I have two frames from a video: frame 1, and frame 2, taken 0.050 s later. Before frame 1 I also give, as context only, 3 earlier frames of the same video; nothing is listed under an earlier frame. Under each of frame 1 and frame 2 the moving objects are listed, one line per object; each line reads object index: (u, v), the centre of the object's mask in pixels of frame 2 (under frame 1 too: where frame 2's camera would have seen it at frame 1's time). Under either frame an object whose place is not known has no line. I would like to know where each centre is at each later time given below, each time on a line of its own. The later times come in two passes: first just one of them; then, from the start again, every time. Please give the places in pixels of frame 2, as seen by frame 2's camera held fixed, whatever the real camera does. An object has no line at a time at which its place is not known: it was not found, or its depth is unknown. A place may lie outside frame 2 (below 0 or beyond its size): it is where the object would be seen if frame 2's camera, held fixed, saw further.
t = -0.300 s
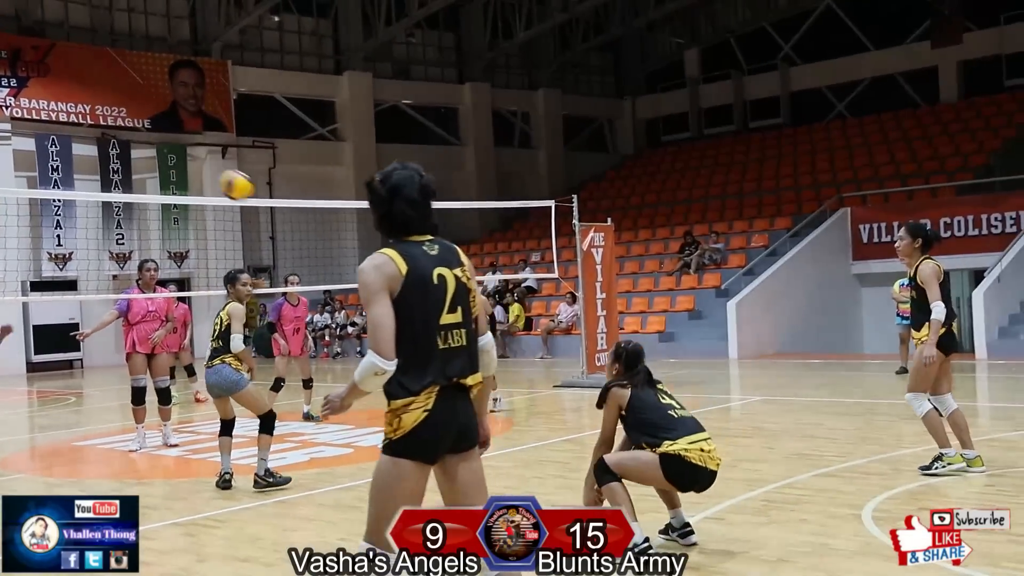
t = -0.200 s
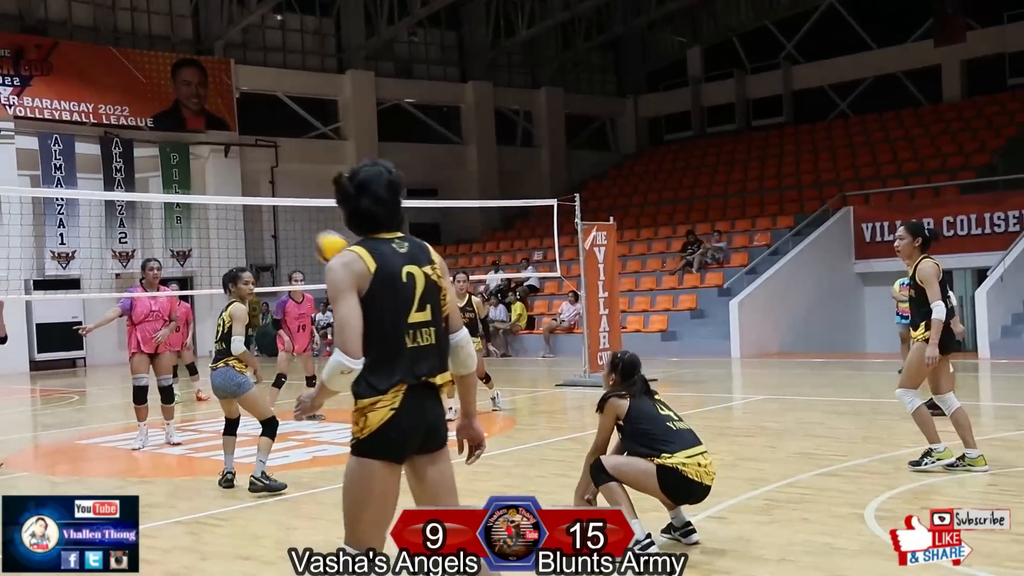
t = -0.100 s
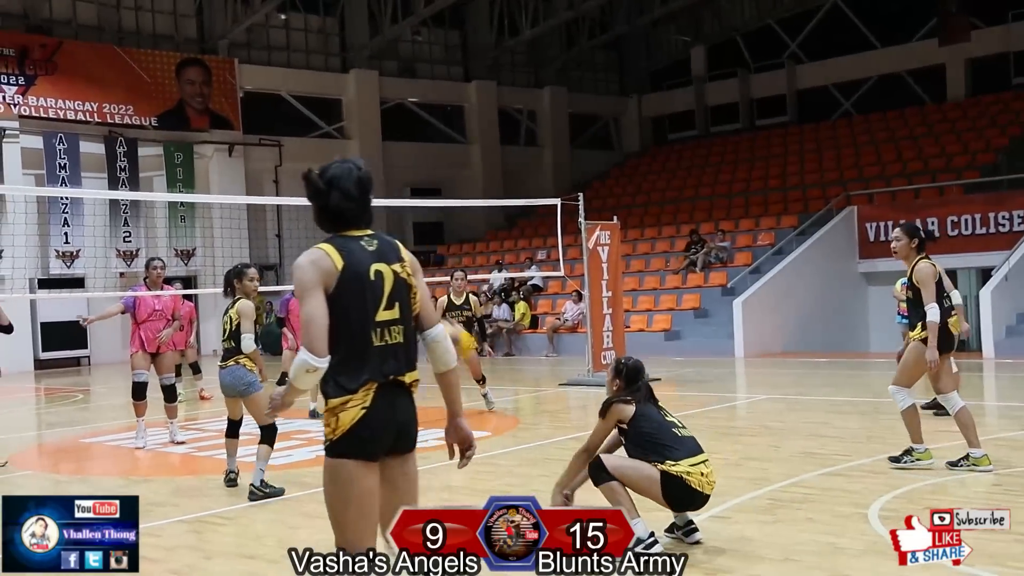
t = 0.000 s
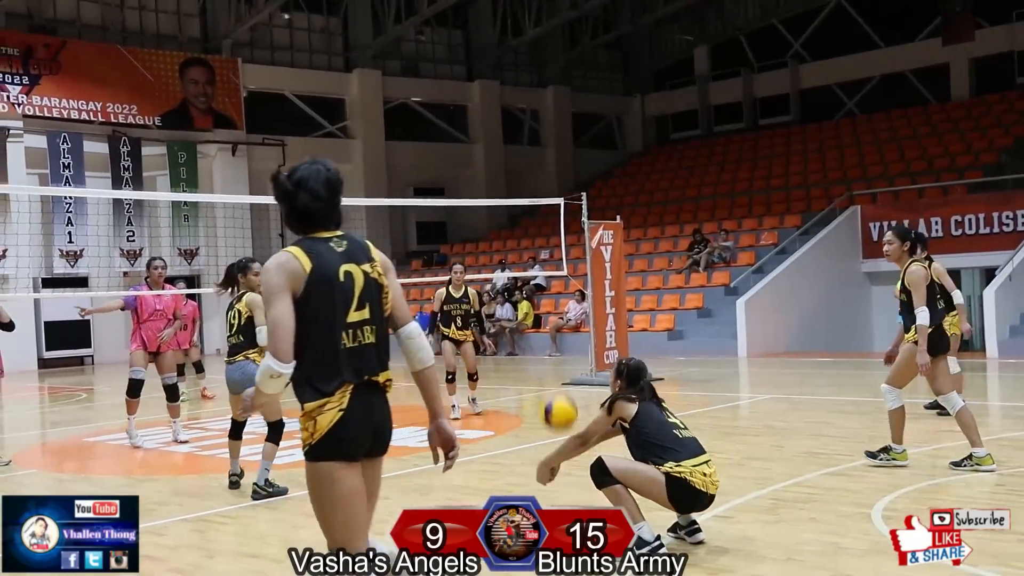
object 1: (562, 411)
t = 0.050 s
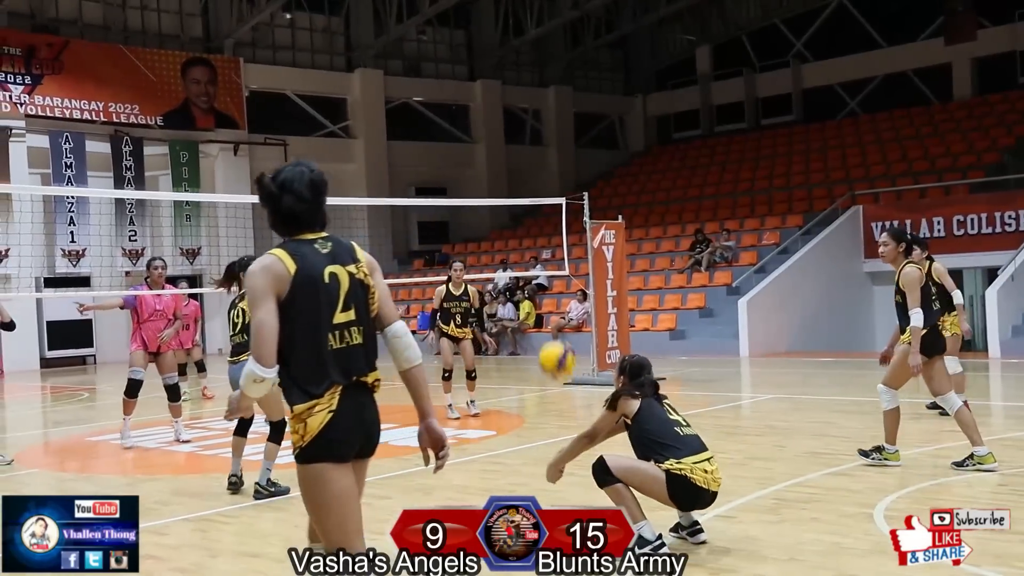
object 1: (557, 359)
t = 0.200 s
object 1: (551, 251)
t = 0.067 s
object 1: (556, 344)
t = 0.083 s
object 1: (555, 329)
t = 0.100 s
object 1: (553, 315)
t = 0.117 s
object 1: (553, 303)
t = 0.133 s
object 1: (554, 292)
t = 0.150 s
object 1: (554, 279)
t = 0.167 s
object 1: (552, 267)
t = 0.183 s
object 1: (551, 258)
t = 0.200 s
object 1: (551, 251)
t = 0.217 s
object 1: (550, 242)
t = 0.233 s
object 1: (550, 234)
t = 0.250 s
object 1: (550, 226)
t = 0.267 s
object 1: (550, 220)
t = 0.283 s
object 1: (550, 214)
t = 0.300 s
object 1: (550, 208)
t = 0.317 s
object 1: (550, 203)
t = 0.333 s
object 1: (550, 198)
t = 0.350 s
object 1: (550, 194)
